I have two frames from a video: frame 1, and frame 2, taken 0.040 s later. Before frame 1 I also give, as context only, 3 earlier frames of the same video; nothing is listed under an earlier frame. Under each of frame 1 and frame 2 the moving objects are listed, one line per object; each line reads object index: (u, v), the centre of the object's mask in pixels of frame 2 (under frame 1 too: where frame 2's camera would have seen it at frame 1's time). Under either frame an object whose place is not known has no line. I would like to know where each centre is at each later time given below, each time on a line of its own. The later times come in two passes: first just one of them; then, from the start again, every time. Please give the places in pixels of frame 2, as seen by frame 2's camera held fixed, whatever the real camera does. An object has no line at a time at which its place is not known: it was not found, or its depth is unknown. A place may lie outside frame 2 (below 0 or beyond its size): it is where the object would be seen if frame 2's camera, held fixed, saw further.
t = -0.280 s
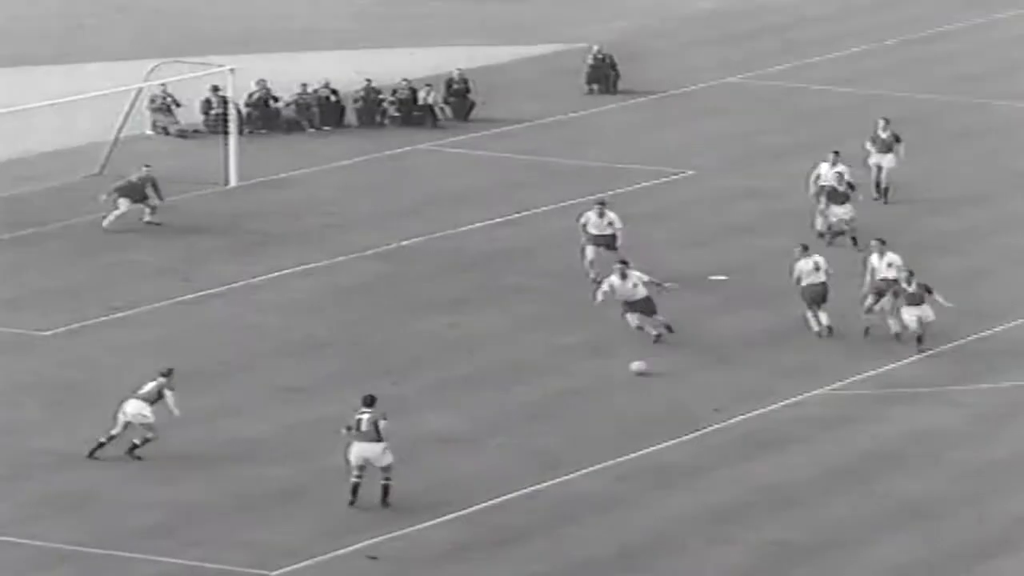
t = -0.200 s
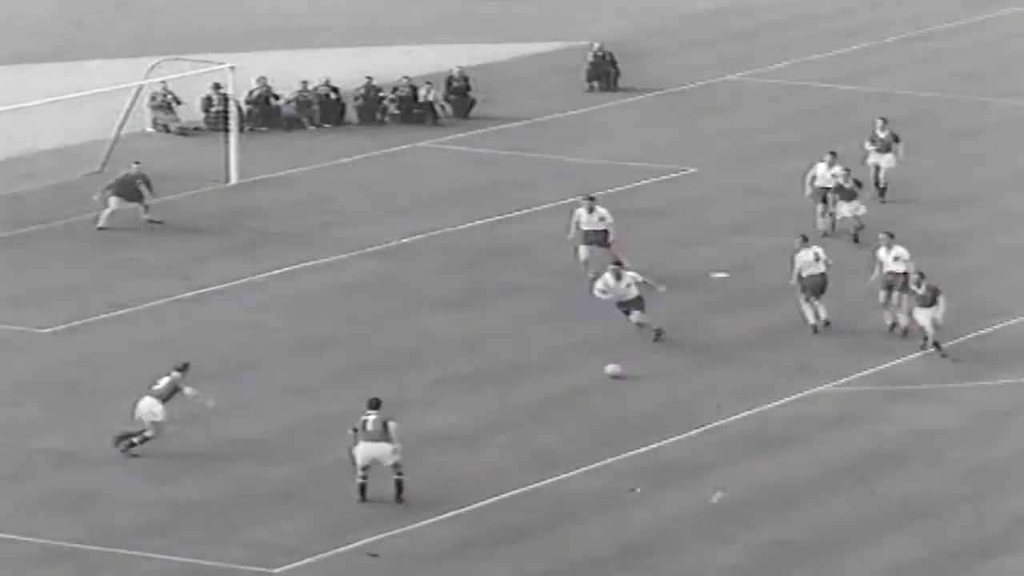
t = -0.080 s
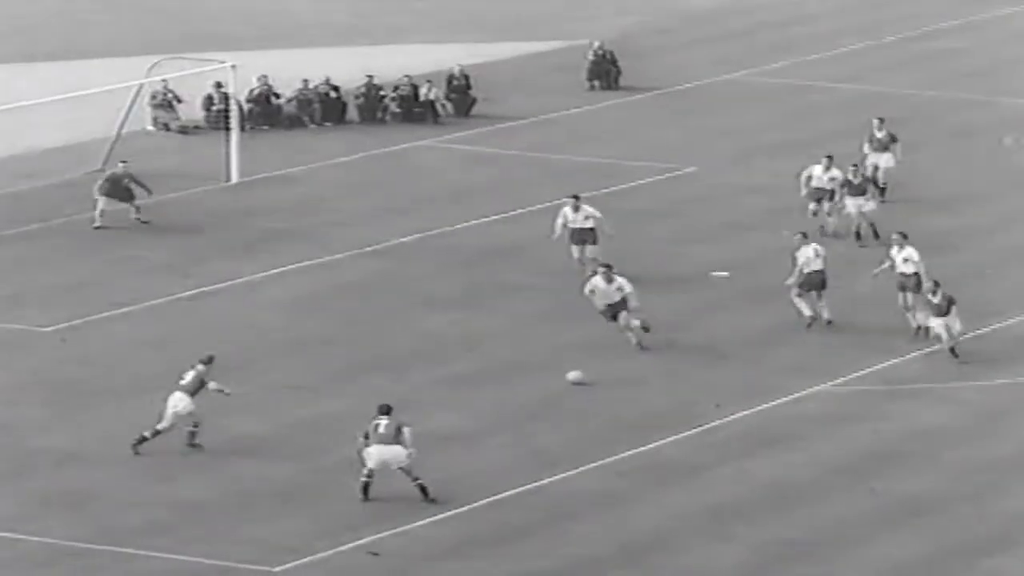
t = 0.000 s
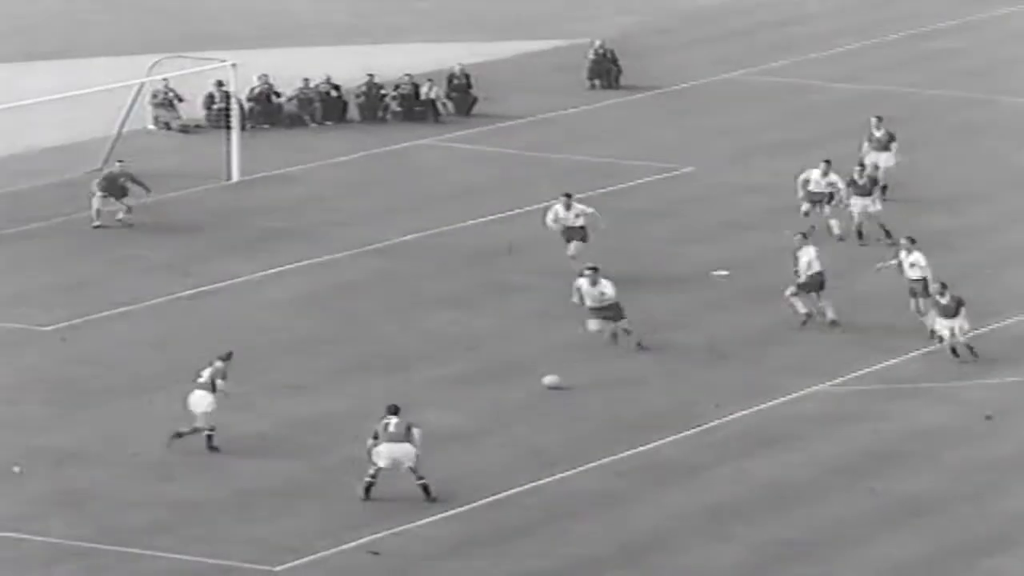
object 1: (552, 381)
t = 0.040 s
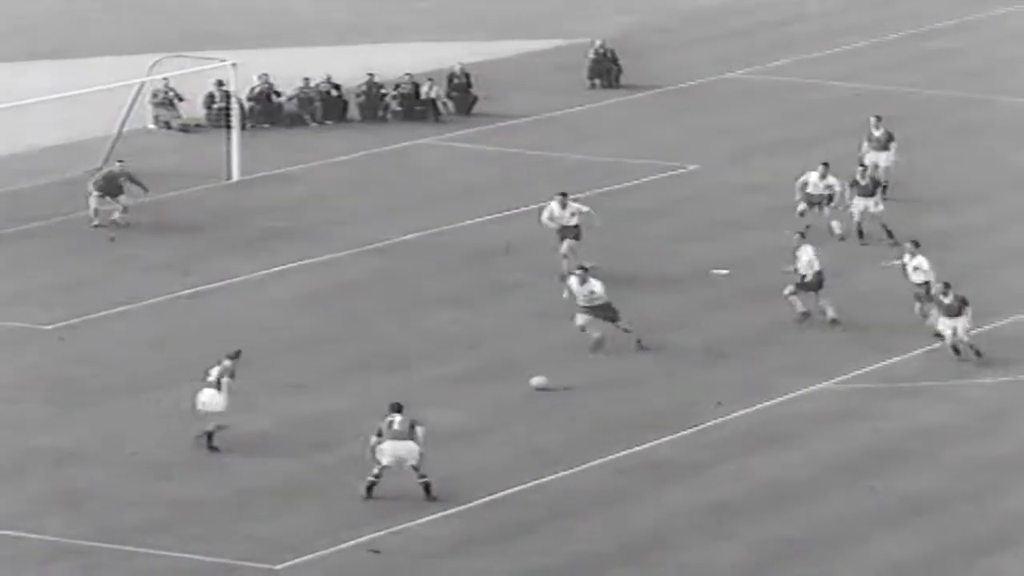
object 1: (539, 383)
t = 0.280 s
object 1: (467, 397)
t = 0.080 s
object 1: (527, 385)
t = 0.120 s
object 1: (514, 387)
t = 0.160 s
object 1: (502, 390)
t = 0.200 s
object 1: (490, 392)
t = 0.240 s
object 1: (478, 394)
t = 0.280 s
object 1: (467, 397)
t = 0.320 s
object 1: (456, 399)
